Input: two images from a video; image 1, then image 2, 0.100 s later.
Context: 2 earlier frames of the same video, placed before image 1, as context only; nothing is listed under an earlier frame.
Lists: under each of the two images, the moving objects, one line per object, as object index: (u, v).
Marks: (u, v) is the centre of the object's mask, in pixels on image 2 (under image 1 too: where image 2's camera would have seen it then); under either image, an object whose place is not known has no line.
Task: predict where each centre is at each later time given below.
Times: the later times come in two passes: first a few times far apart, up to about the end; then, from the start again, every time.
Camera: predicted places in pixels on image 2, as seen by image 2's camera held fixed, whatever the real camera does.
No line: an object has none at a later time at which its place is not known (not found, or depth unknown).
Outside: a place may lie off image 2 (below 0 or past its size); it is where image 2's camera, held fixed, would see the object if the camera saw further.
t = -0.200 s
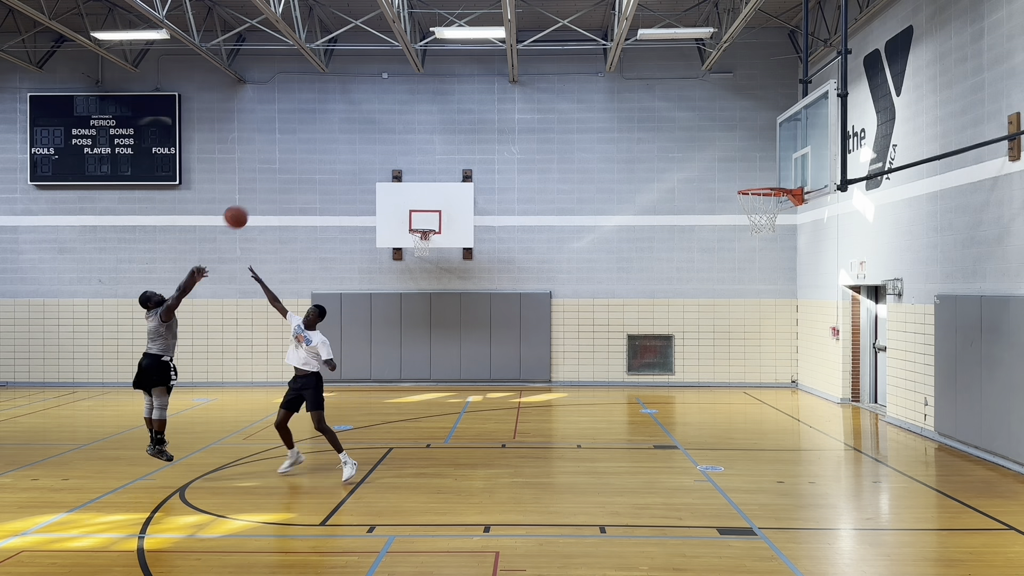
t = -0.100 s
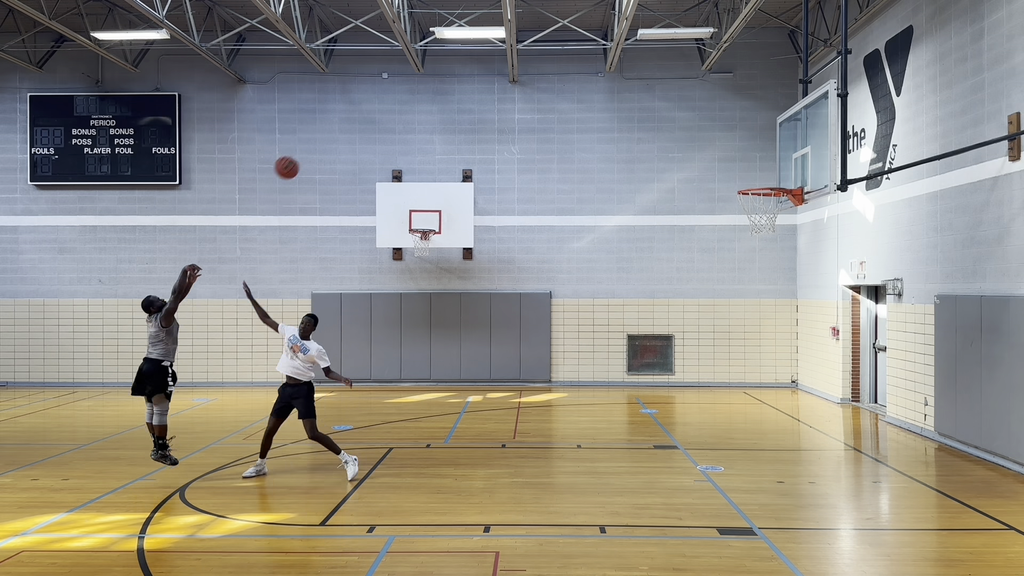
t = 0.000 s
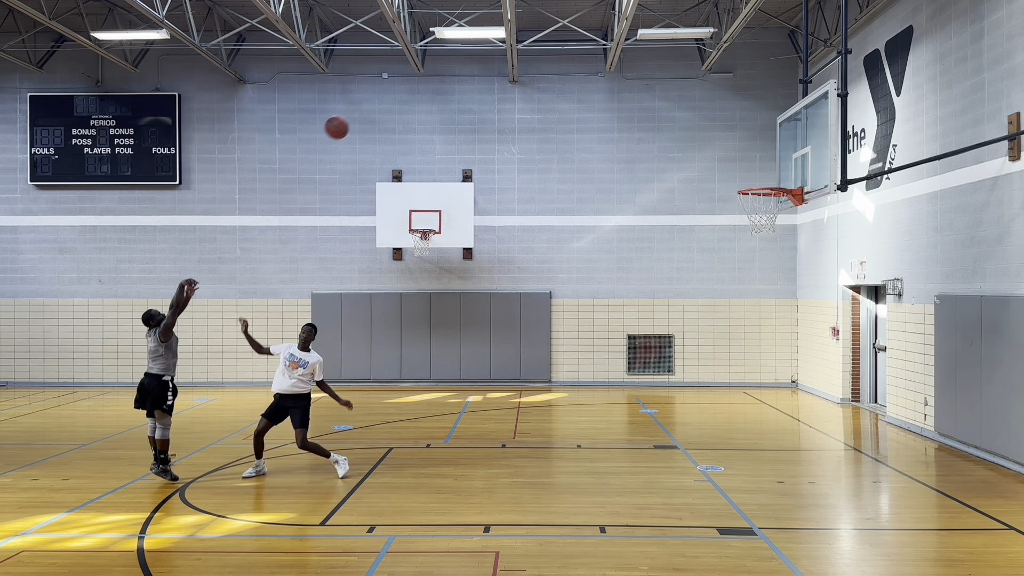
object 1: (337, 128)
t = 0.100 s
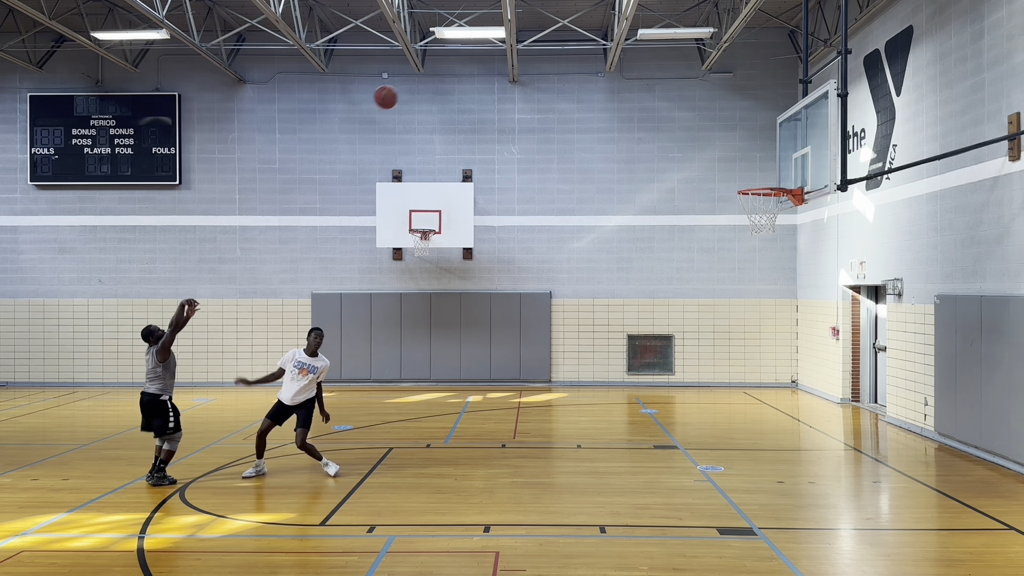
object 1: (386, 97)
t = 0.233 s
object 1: (450, 71)
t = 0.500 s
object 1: (576, 69)
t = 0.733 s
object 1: (685, 122)
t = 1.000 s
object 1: (787, 211)
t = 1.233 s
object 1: (771, 246)
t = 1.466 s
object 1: (757, 327)
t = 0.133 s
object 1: (402, 89)
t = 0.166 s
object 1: (418, 82)
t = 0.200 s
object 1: (434, 77)
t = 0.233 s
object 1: (450, 71)
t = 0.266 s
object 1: (466, 67)
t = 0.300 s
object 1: (482, 65)
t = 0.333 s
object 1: (497, 63)
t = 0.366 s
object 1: (513, 62)
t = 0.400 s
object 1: (530, 62)
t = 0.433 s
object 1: (545, 64)
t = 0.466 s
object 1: (561, 66)
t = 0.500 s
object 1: (576, 69)
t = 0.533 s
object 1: (592, 74)
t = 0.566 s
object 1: (608, 80)
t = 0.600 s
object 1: (623, 86)
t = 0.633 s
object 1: (639, 93)
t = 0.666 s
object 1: (654, 101)
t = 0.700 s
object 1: (670, 111)
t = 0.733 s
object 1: (685, 122)
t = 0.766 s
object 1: (701, 133)
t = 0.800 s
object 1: (716, 145)
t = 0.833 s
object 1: (731, 158)
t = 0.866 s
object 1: (746, 172)
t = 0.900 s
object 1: (762, 187)
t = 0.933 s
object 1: (776, 203)
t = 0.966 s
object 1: (785, 210)
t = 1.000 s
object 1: (787, 211)
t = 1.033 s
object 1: (782, 218)
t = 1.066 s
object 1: (782, 218)
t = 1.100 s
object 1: (780, 220)
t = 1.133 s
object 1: (778, 225)
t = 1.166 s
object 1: (776, 231)
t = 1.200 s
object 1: (774, 238)
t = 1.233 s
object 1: (771, 246)
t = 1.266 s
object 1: (769, 254)
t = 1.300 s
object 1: (767, 264)
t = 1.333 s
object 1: (765, 275)
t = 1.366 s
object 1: (763, 286)
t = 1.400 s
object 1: (761, 299)
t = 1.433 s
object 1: (759, 313)
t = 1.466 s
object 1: (757, 327)
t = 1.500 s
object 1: (755, 343)
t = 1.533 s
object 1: (753, 359)
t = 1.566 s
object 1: (752, 377)
